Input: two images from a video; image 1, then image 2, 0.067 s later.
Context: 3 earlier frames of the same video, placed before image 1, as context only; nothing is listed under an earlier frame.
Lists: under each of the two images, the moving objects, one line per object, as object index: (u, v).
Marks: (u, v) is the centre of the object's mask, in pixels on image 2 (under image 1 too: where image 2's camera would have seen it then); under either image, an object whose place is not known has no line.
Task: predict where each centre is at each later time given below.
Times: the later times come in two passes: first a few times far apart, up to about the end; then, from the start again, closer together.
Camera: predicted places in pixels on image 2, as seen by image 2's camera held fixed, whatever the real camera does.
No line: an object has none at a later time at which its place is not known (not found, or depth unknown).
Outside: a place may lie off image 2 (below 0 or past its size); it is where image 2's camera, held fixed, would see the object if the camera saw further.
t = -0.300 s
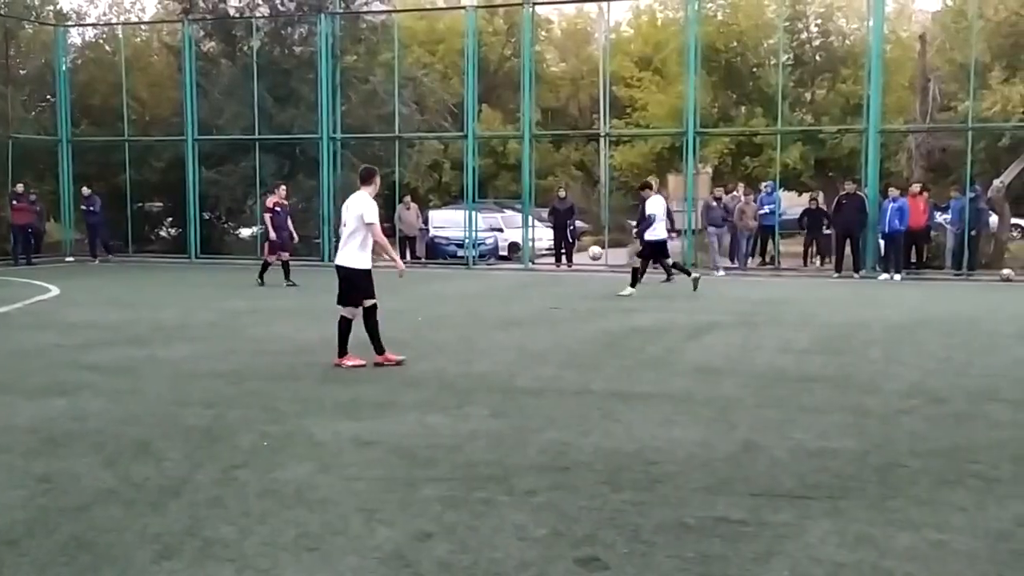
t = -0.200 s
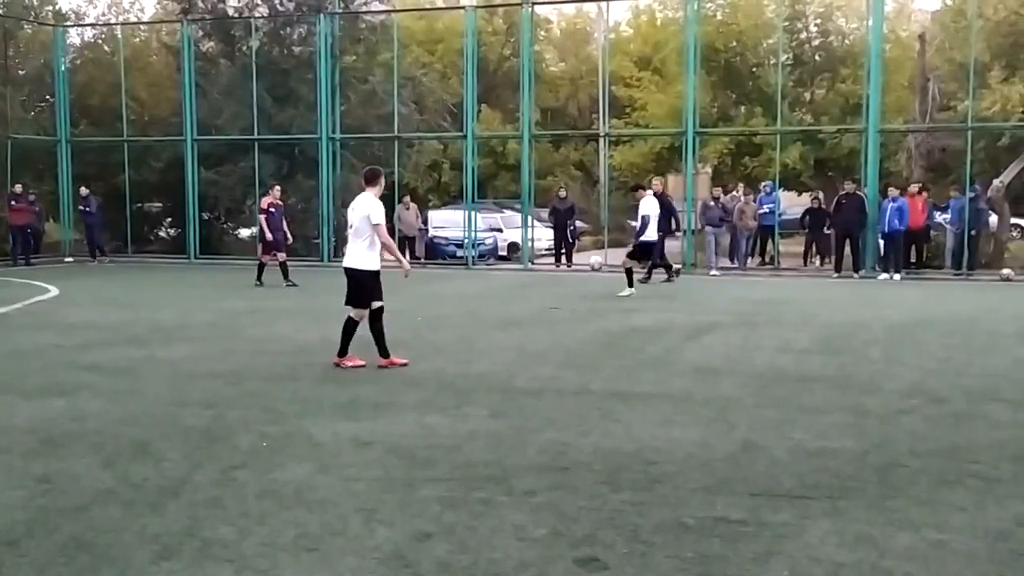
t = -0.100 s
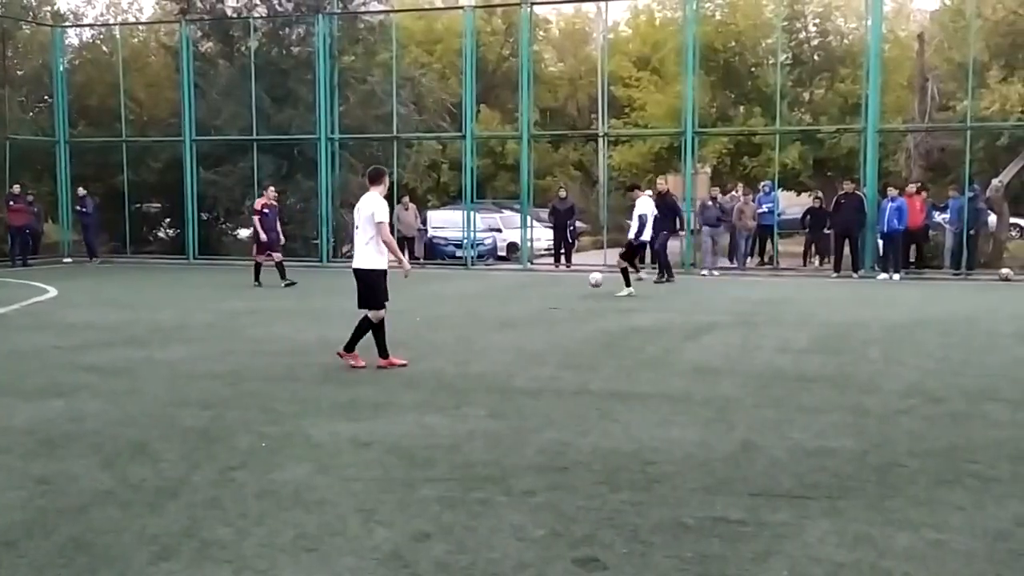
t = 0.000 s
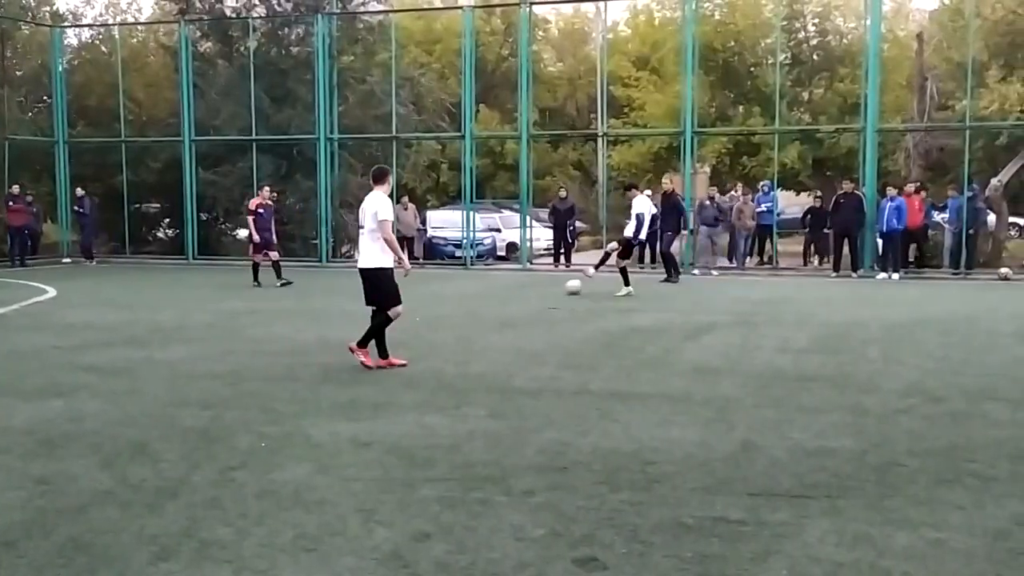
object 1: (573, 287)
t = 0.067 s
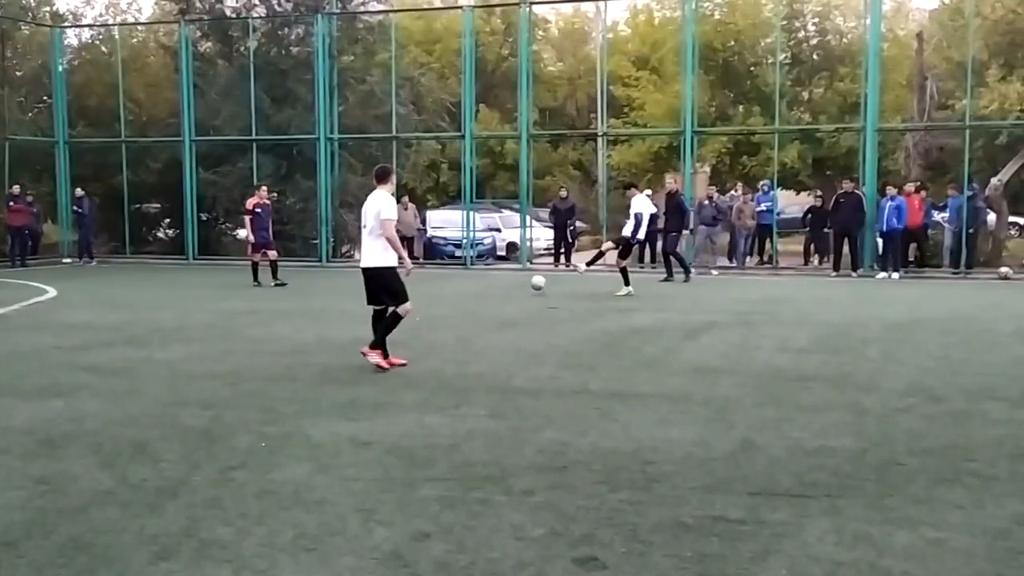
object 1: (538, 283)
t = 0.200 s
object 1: (468, 281)
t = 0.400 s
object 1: (368, 284)
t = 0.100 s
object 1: (520, 281)
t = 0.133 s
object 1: (502, 280)
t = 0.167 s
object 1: (485, 281)
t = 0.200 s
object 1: (468, 281)
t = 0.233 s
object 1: (450, 283)
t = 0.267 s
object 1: (433, 286)
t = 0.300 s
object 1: (418, 288)
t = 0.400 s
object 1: (368, 284)
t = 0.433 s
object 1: (357, 283)
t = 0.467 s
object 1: (342, 284)
